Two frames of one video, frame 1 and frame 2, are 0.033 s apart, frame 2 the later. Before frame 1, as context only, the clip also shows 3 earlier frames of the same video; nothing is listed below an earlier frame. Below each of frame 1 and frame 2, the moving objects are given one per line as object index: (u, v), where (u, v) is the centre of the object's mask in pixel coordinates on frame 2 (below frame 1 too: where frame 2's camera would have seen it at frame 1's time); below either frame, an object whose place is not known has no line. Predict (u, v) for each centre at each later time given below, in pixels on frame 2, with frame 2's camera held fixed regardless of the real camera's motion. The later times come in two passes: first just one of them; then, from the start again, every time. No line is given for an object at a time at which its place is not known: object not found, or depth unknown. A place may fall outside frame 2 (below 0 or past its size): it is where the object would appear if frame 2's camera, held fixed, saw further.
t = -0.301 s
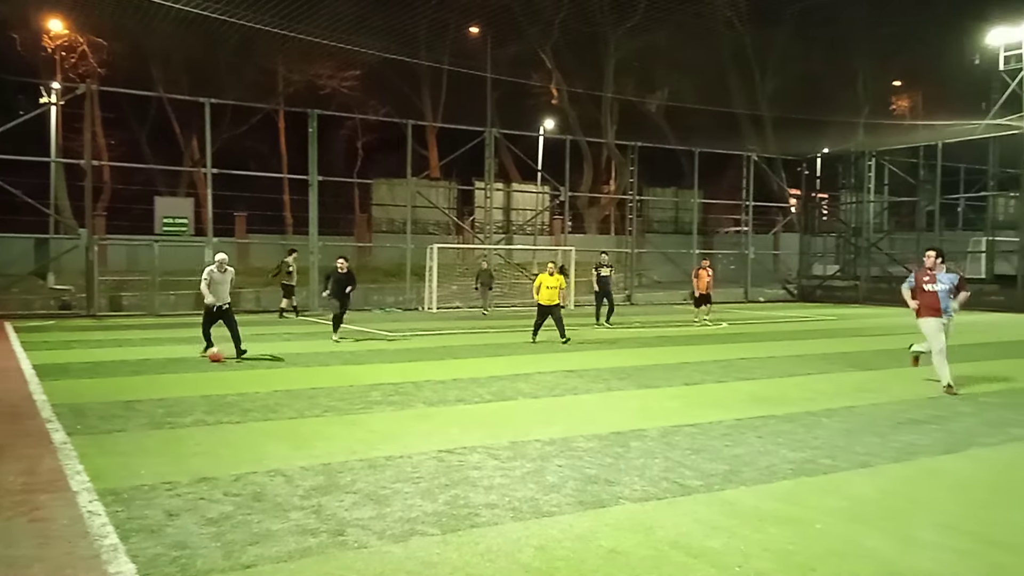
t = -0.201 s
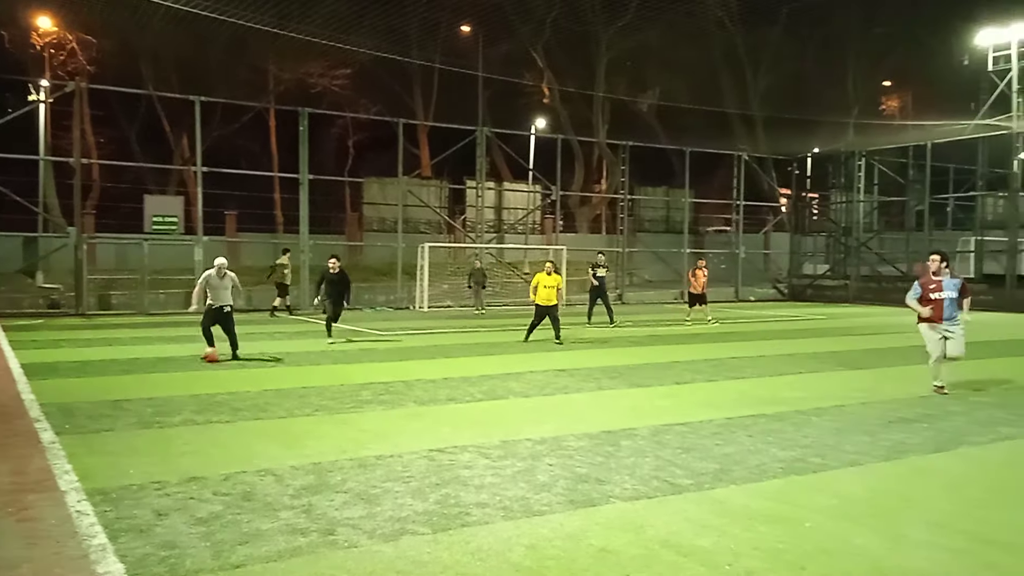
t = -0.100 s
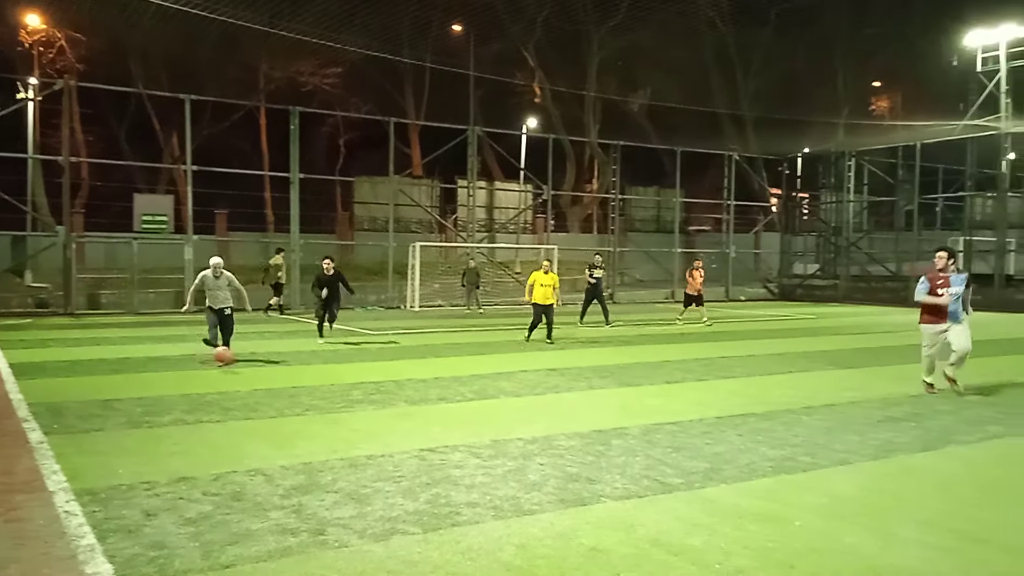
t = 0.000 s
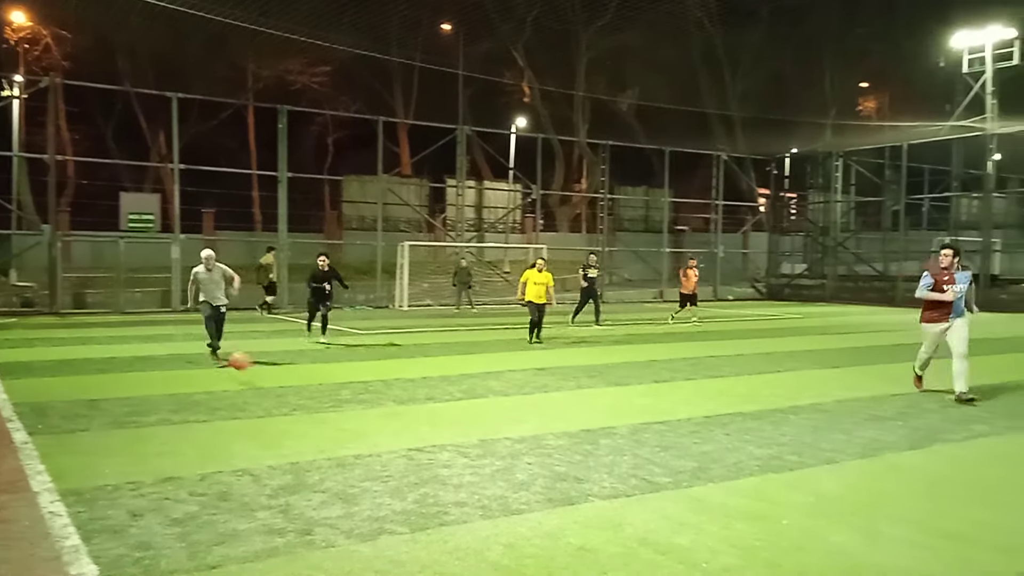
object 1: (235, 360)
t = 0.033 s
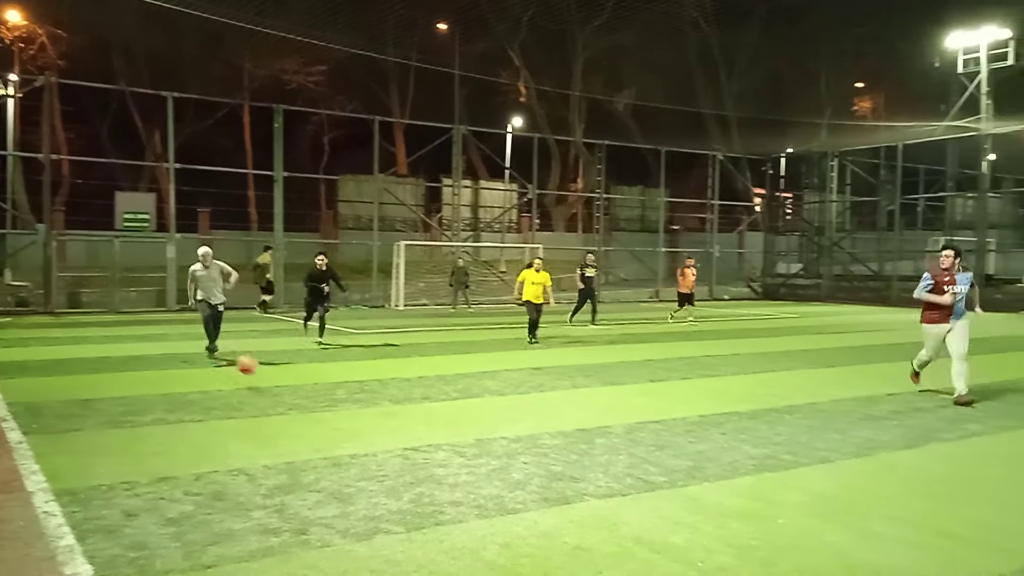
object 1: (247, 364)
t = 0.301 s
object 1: (384, 408)
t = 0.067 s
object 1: (259, 370)
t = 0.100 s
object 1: (273, 378)
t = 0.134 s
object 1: (291, 388)
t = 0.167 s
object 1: (308, 399)
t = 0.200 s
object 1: (326, 408)
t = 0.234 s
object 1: (345, 408)
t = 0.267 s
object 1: (363, 407)
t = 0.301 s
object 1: (384, 408)
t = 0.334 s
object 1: (406, 412)
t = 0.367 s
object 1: (430, 415)
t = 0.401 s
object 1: (456, 423)
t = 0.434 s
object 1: (486, 432)
